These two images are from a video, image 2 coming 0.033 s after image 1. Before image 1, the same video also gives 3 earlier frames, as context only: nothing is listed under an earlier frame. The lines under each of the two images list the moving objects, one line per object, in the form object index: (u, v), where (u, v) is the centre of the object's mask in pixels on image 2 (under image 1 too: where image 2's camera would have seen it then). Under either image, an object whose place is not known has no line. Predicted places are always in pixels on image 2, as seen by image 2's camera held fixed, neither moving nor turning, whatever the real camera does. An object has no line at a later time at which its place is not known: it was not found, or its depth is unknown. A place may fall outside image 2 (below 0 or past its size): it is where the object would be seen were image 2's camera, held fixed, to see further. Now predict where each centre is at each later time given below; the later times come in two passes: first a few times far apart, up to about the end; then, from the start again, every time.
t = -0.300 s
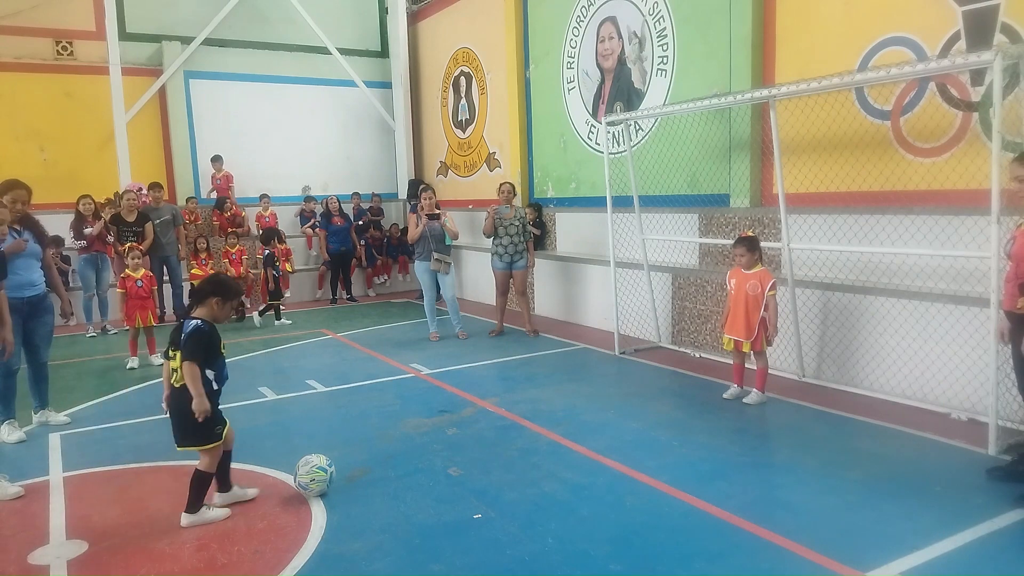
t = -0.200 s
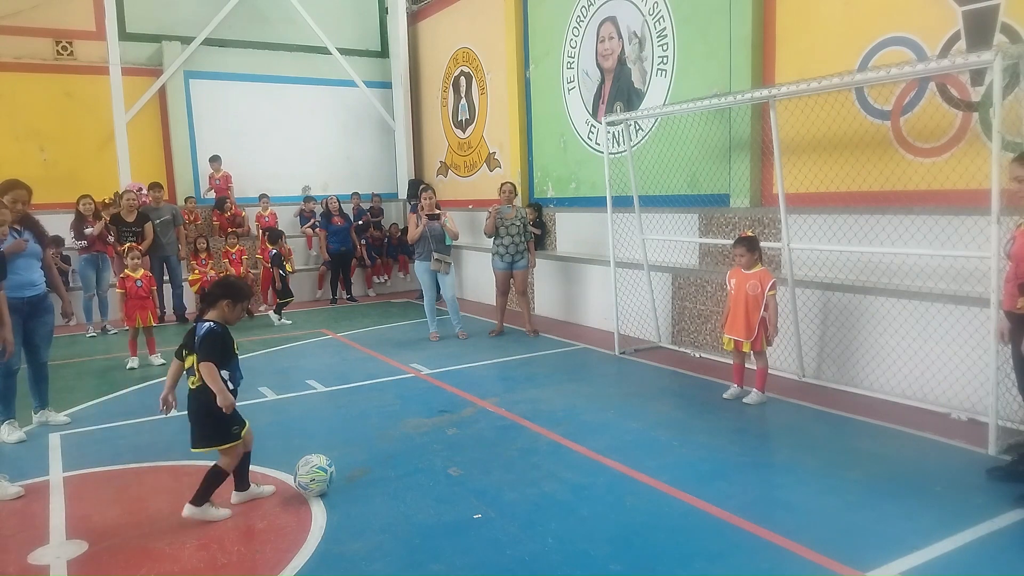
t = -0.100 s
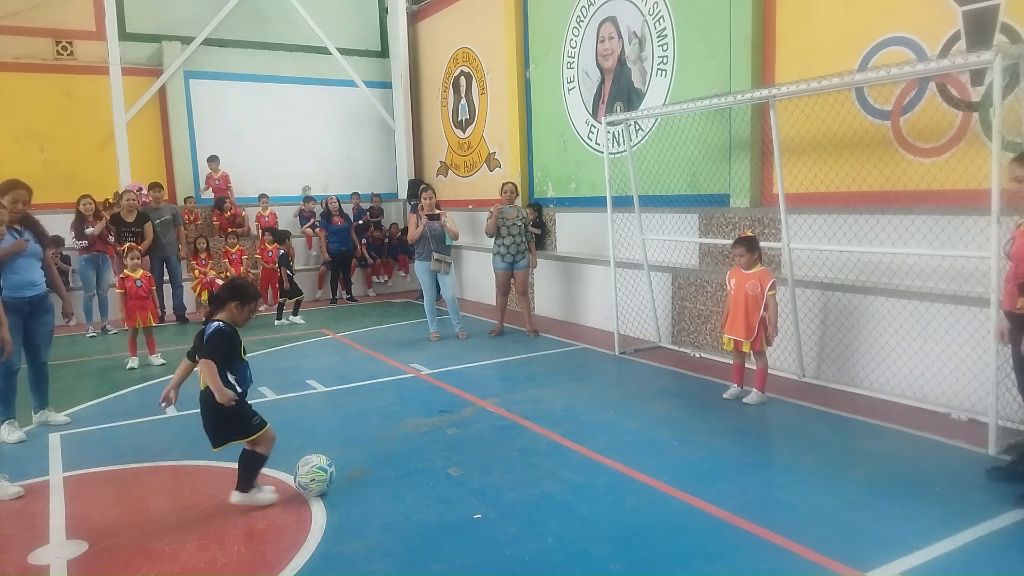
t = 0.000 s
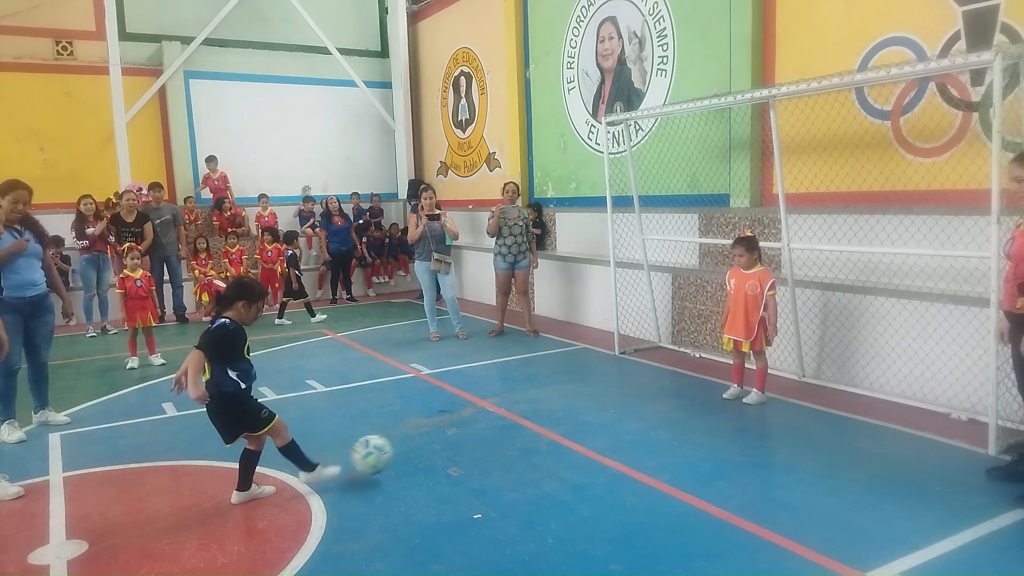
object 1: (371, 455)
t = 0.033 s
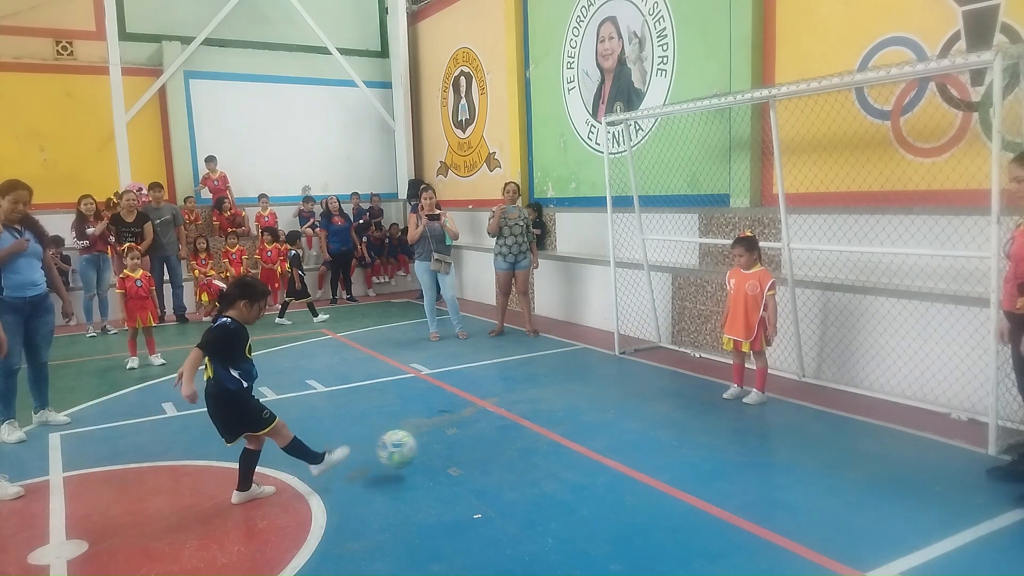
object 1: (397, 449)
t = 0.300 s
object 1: (553, 427)
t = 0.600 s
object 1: (650, 408)
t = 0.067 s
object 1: (421, 446)
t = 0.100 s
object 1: (444, 444)
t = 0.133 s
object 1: (467, 444)
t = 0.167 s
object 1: (486, 439)
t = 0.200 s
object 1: (504, 436)
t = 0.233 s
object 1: (522, 433)
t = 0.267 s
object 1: (538, 430)
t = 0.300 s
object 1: (553, 427)
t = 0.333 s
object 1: (567, 425)
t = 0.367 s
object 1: (579, 423)
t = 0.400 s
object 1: (591, 420)
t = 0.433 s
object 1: (603, 418)
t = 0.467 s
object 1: (614, 416)
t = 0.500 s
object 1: (624, 413)
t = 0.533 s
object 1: (633, 412)
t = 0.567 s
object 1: (642, 410)
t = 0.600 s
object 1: (650, 408)
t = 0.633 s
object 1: (658, 407)
